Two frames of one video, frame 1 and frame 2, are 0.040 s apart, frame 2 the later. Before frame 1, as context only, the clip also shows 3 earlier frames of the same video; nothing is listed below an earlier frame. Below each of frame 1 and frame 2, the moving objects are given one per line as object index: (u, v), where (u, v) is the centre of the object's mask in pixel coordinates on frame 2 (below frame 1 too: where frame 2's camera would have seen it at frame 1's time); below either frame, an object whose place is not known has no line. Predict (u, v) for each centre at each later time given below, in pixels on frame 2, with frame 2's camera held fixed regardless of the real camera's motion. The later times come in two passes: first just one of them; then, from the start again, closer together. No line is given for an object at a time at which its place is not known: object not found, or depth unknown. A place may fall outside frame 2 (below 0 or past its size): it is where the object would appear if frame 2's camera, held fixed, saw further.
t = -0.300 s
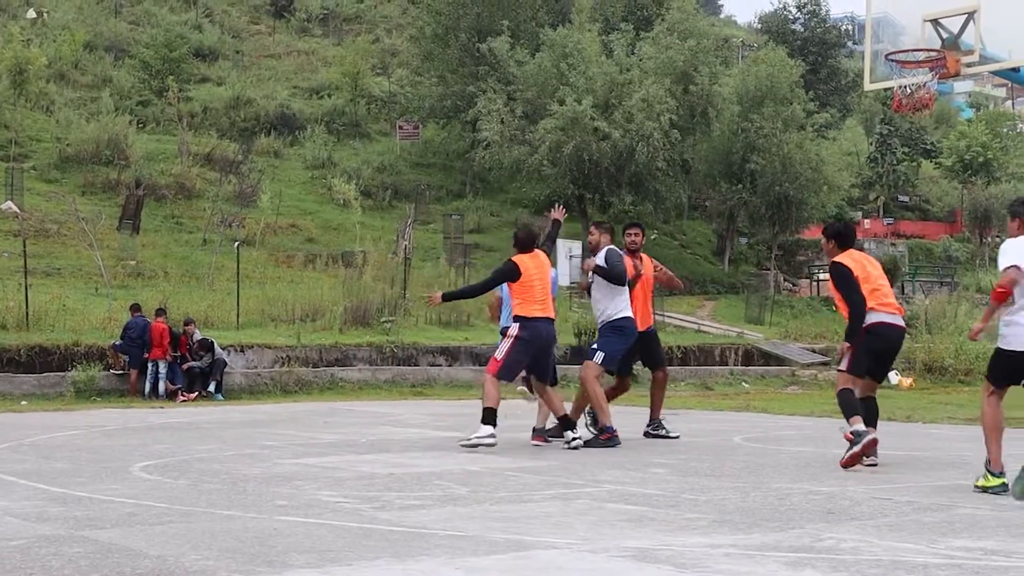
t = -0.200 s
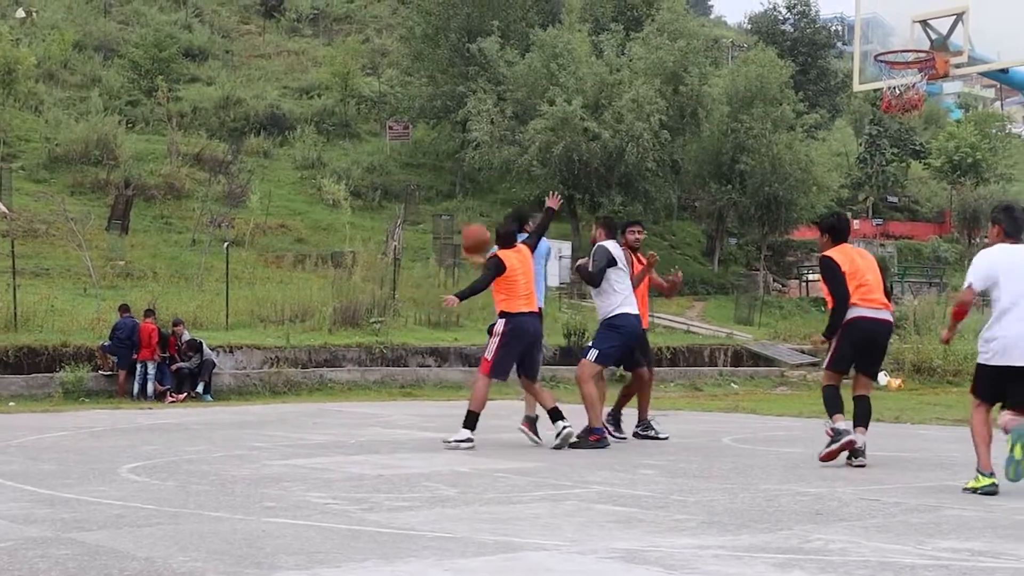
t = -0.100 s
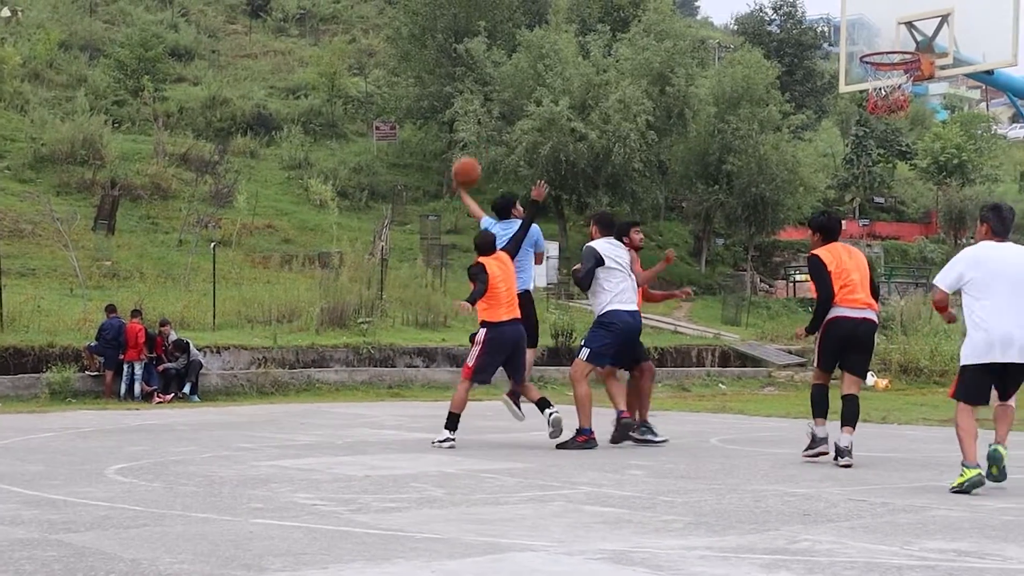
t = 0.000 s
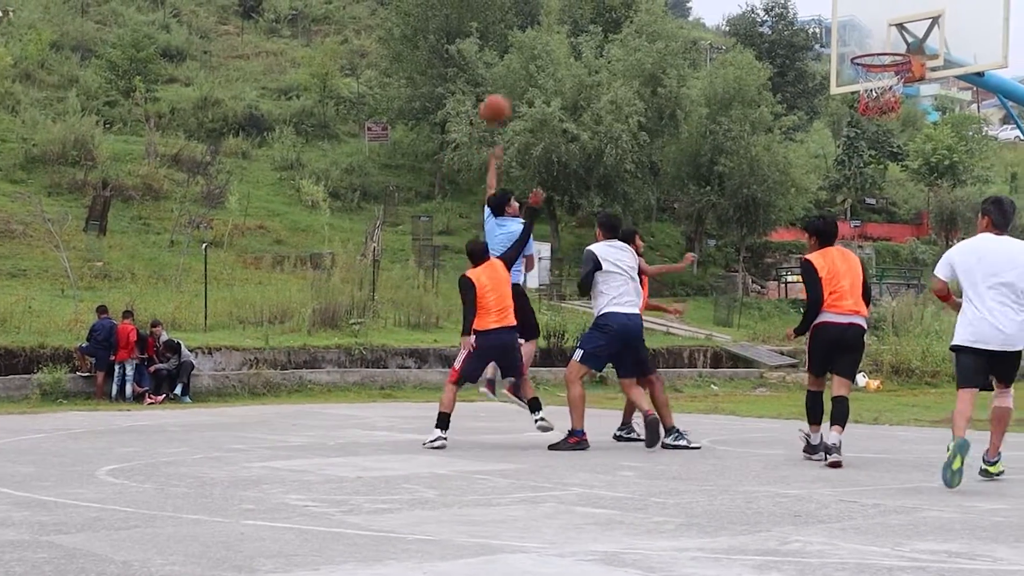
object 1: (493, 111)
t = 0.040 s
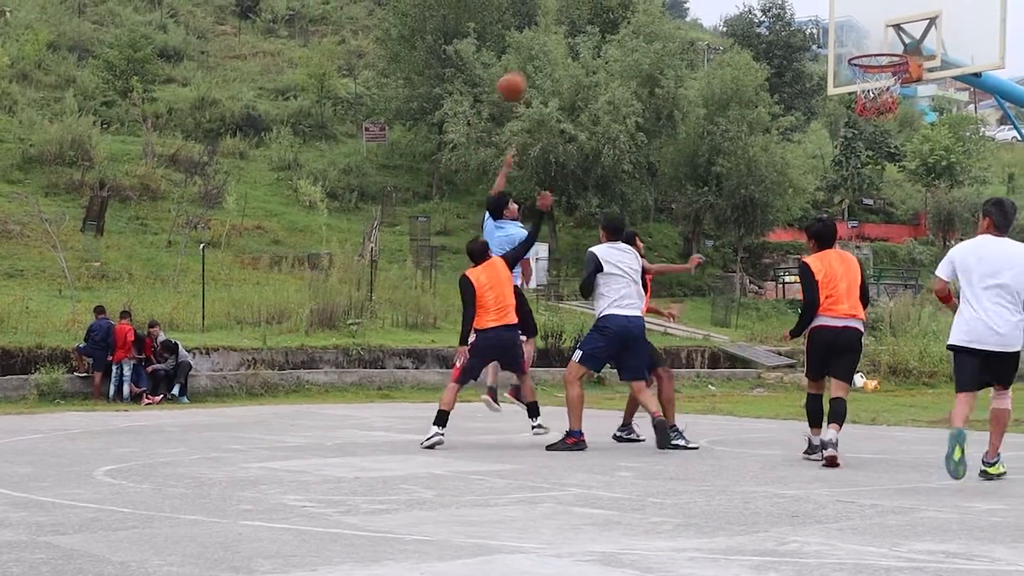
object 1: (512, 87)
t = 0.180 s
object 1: (580, 24)
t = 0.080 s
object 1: (531, 67)
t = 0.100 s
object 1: (540, 58)
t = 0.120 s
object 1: (552, 49)
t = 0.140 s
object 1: (560, 39)
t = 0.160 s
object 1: (570, 31)
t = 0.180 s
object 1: (580, 24)
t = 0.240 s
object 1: (609, 6)
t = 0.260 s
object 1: (619, 3)
